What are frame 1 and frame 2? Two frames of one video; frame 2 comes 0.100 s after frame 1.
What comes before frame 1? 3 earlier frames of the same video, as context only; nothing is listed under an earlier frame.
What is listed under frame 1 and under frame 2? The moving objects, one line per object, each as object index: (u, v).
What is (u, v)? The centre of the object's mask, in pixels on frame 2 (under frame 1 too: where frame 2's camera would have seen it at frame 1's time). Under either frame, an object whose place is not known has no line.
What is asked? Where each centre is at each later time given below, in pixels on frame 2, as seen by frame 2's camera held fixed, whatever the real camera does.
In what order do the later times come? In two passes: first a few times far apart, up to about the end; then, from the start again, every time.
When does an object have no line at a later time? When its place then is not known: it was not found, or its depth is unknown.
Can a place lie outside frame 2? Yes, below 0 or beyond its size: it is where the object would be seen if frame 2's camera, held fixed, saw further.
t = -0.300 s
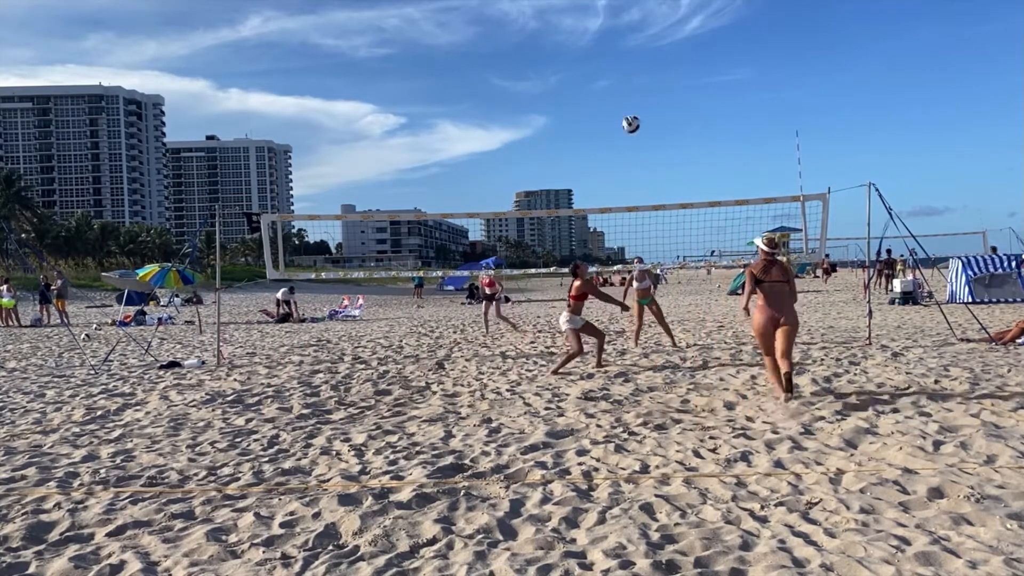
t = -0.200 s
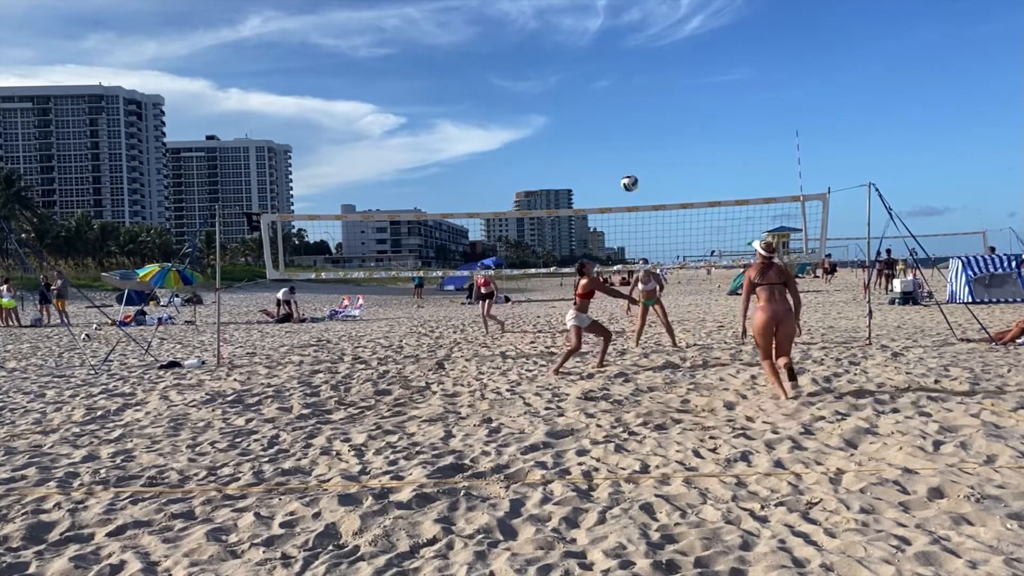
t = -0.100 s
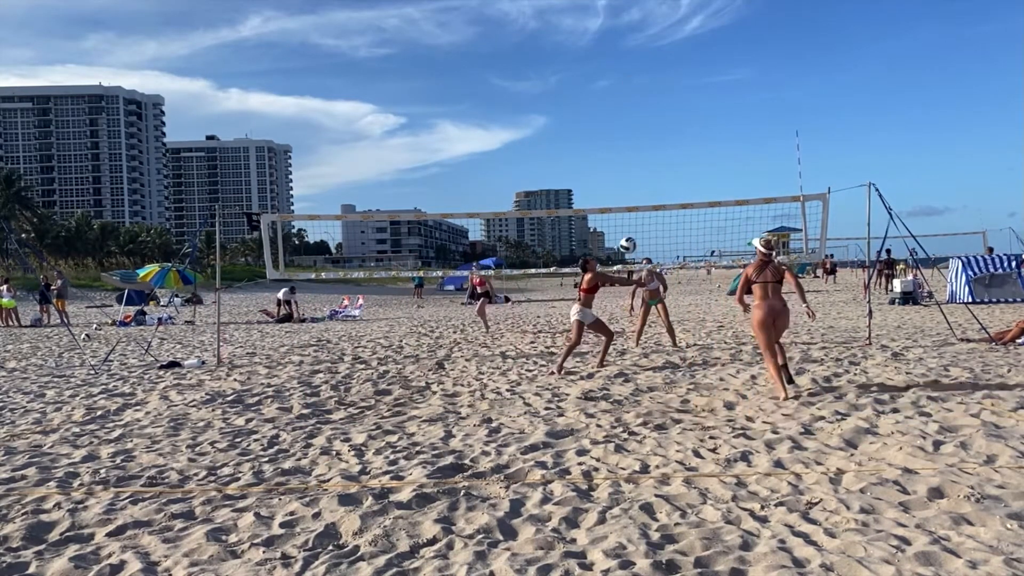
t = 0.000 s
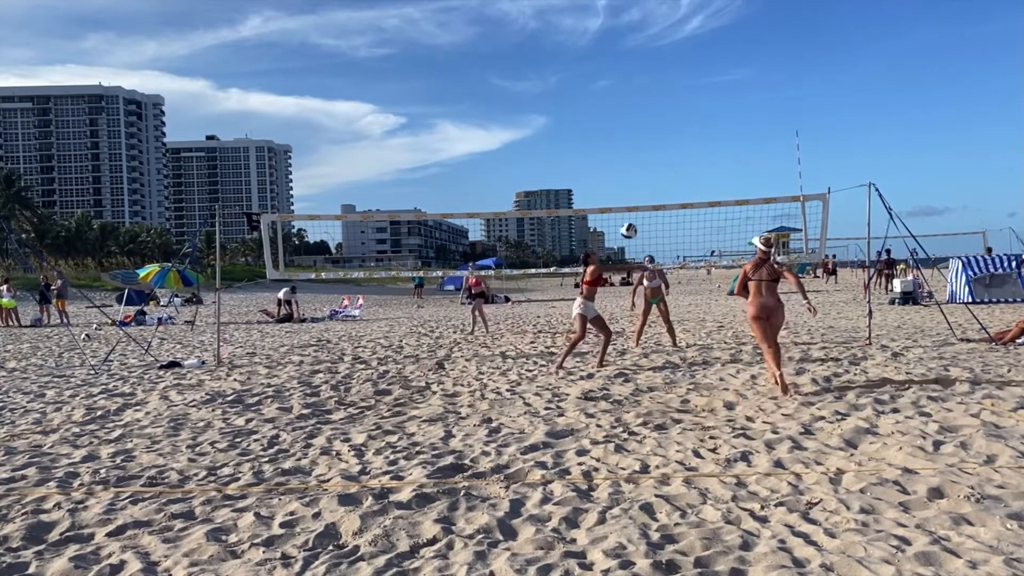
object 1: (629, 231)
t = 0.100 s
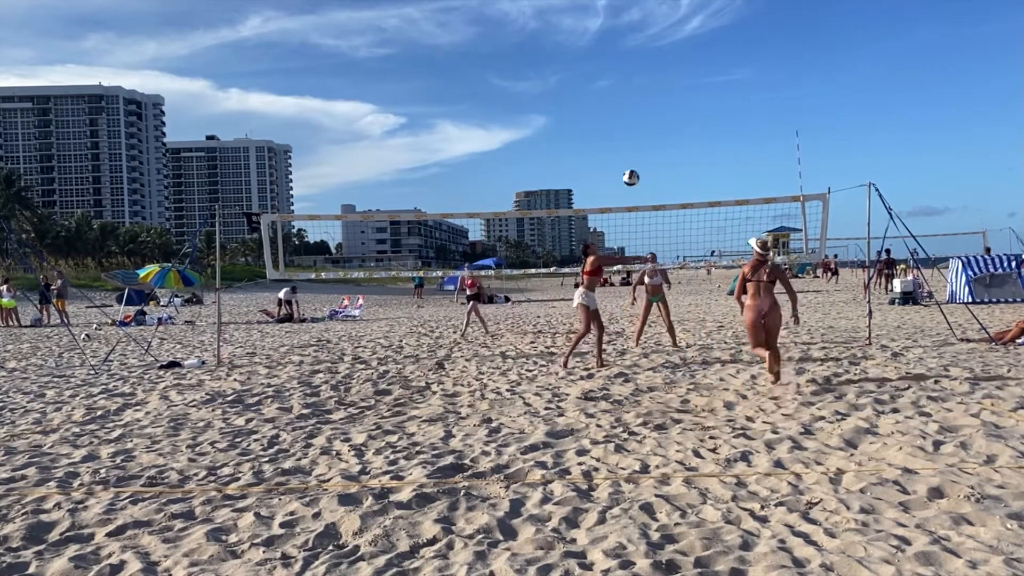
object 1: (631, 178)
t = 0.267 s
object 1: (635, 107)
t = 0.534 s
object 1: (644, 40)
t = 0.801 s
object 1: (651, 29)
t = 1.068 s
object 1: (658, 71)
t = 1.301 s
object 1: (664, 147)
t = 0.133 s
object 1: (632, 162)
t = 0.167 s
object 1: (632, 147)
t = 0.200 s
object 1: (633, 132)
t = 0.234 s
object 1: (634, 119)
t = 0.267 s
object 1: (635, 107)
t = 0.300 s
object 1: (636, 95)
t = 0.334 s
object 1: (637, 85)
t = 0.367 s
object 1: (639, 75)
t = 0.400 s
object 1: (639, 66)
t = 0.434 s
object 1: (640, 58)
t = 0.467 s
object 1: (641, 51)
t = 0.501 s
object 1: (642, 45)
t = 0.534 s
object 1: (644, 40)
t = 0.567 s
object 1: (644, 36)
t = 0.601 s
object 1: (646, 32)
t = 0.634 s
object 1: (646, 30)
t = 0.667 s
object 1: (647, 28)
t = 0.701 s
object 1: (648, 27)
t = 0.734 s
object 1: (649, 27)
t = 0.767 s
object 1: (650, 27)
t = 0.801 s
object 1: (651, 29)
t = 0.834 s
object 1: (652, 31)
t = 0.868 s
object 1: (653, 34)
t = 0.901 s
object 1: (654, 39)
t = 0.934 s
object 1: (655, 43)
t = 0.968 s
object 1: (656, 49)
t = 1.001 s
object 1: (657, 56)
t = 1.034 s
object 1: (657, 63)
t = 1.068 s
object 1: (658, 71)
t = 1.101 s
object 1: (659, 80)
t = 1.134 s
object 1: (660, 89)
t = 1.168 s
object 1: (661, 99)
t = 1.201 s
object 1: (662, 110)
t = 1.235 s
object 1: (663, 122)
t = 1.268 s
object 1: (663, 134)
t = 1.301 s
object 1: (664, 147)
